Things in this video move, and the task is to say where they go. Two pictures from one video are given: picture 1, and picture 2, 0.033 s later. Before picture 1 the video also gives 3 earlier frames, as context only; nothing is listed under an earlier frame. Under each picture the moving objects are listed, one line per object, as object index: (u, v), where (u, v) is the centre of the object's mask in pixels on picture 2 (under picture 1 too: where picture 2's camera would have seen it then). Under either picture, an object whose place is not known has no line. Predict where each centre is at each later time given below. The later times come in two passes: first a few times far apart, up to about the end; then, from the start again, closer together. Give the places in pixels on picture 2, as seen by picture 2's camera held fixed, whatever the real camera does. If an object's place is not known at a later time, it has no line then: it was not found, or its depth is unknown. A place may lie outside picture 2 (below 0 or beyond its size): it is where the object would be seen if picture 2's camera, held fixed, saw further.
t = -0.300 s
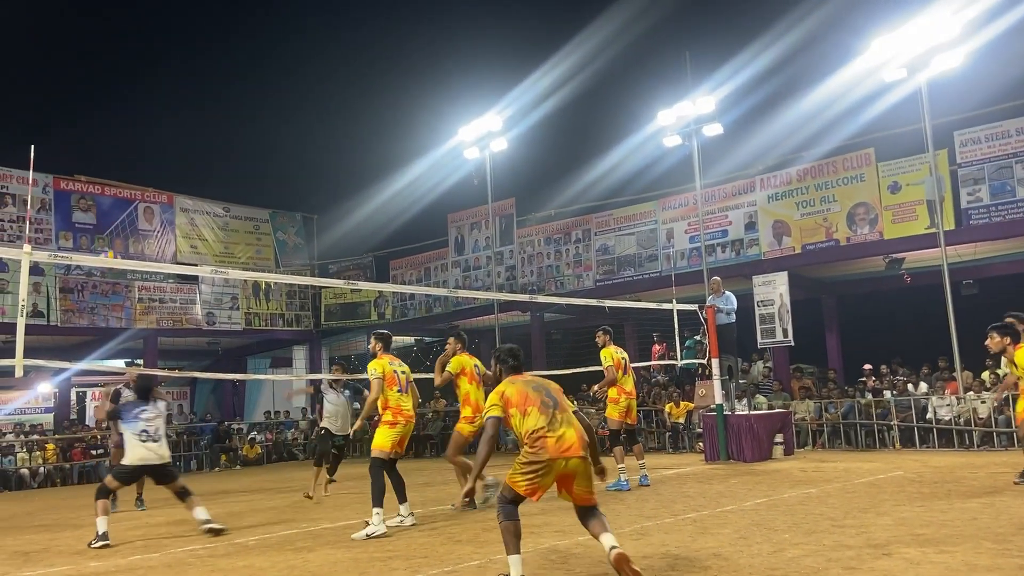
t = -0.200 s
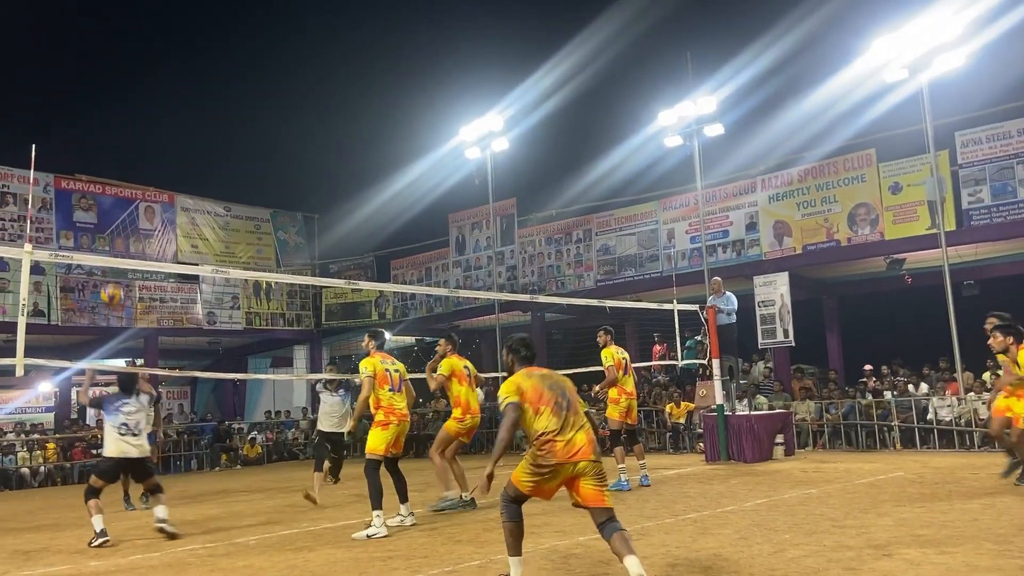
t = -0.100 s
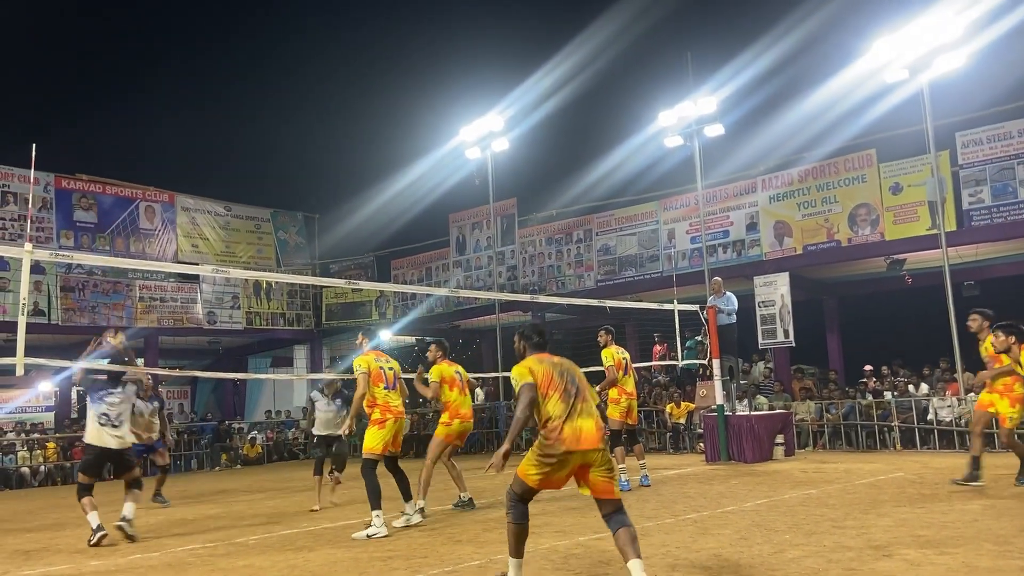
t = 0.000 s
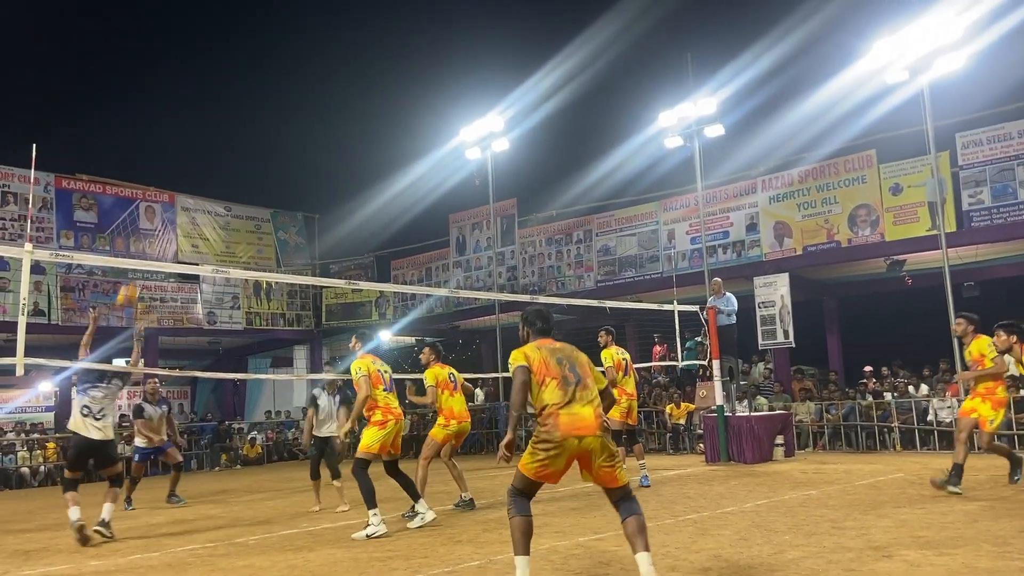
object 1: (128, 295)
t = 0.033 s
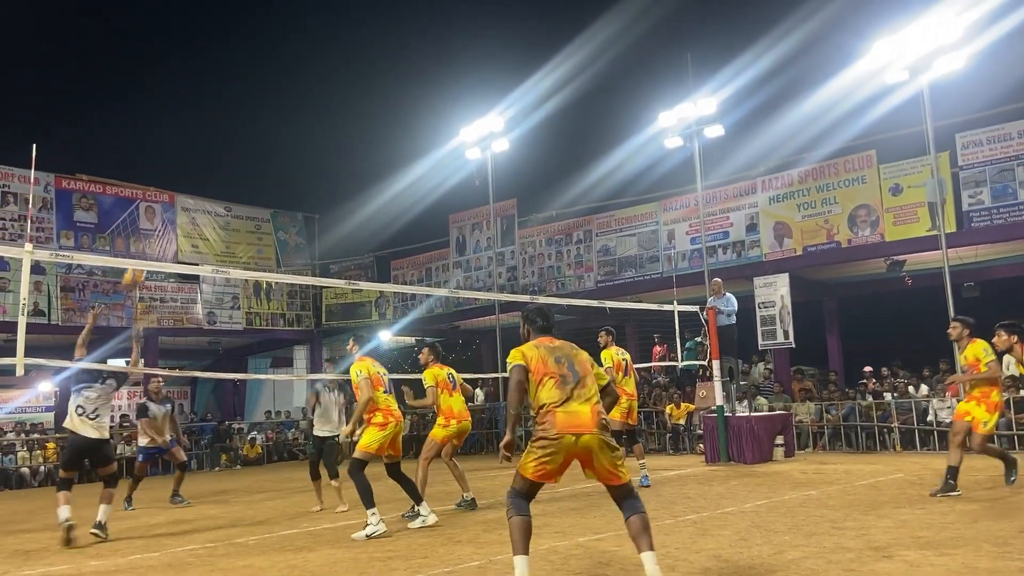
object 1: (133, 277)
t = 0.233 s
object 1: (167, 194)
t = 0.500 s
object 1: (205, 153)
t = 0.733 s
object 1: (235, 167)
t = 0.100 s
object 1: (145, 245)
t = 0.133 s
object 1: (151, 230)
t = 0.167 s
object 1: (157, 218)
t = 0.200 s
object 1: (162, 205)
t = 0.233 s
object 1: (167, 194)
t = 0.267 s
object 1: (172, 185)
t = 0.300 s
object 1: (177, 178)
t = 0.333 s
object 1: (182, 172)
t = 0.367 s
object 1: (186, 166)
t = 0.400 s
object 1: (191, 161)
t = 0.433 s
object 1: (196, 158)
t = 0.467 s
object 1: (200, 155)
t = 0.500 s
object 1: (205, 153)
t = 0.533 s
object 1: (209, 153)
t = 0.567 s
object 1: (214, 153)
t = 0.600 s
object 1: (218, 154)
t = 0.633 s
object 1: (223, 156)
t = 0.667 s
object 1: (227, 159)
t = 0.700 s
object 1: (231, 163)
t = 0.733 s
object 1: (235, 167)
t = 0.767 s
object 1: (240, 173)
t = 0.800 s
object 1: (244, 179)
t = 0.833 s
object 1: (248, 186)
